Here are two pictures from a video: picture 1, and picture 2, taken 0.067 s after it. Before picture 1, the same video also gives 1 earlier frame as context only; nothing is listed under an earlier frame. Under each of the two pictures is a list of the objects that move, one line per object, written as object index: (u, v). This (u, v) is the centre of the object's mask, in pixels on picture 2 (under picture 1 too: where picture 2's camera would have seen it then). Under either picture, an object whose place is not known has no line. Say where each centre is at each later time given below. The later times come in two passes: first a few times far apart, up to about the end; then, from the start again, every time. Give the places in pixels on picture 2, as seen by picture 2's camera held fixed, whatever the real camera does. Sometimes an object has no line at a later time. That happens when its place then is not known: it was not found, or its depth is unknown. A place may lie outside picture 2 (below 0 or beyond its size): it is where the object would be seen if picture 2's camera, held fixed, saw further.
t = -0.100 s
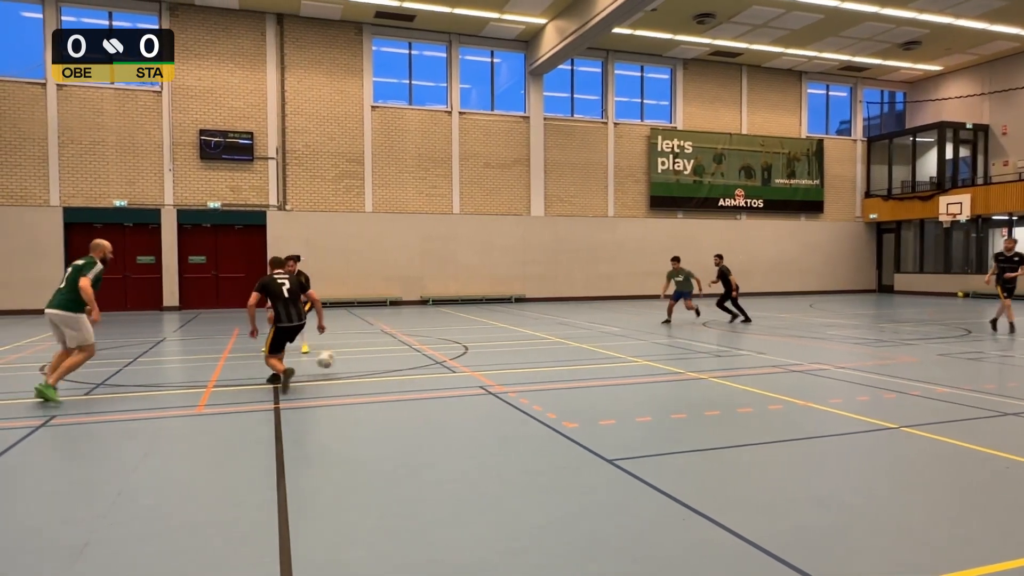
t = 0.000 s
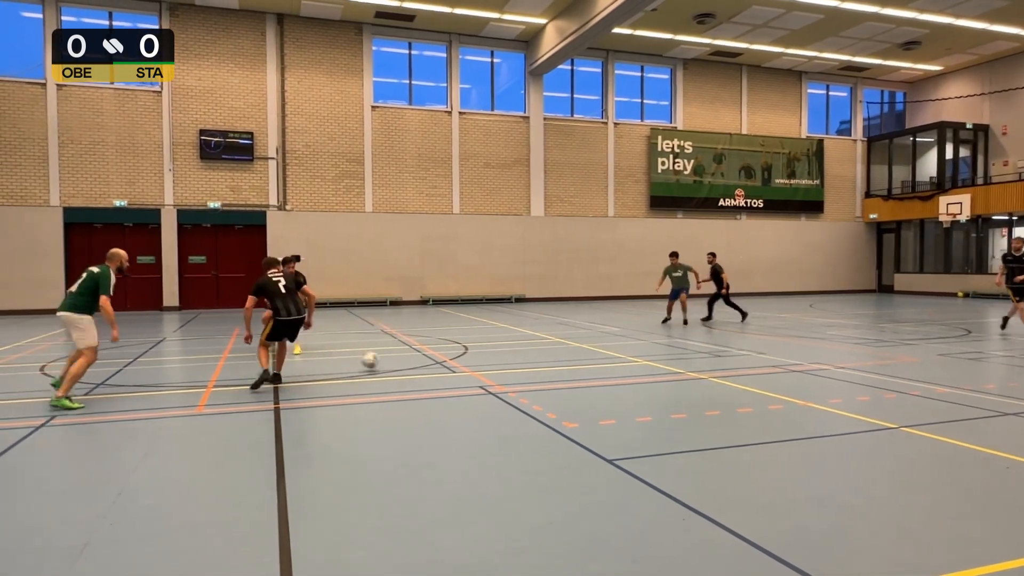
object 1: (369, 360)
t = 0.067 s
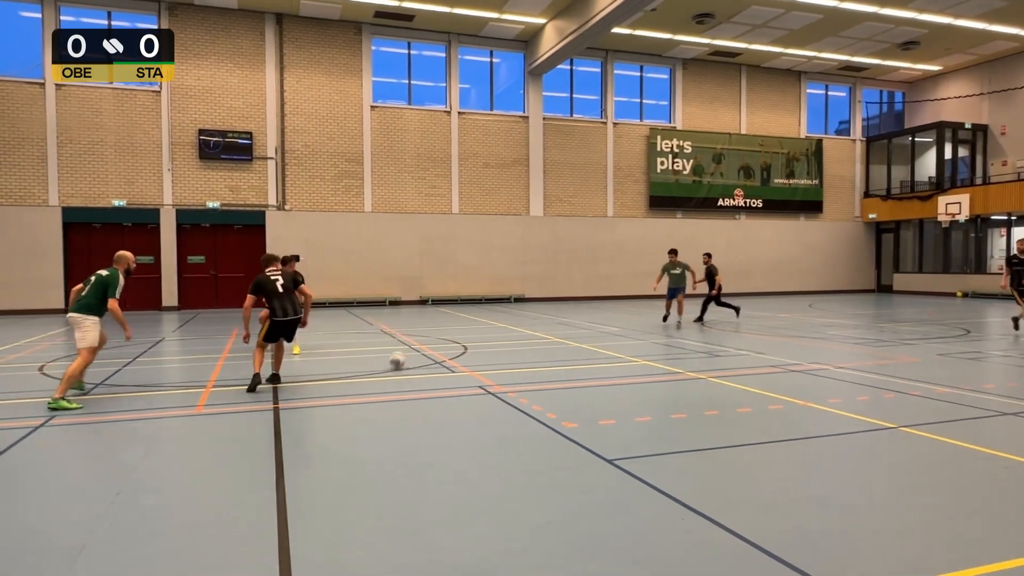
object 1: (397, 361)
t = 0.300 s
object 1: (480, 354)
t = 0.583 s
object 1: (569, 347)
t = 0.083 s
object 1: (404, 359)
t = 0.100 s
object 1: (410, 359)
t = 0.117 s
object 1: (416, 359)
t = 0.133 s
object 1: (422, 358)
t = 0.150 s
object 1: (428, 358)
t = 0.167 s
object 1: (435, 358)
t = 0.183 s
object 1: (441, 357)
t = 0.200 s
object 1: (447, 356)
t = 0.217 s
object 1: (451, 355)
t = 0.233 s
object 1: (458, 353)
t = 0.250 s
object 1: (464, 353)
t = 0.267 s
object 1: (469, 353)
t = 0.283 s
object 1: (476, 353)
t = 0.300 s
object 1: (480, 354)
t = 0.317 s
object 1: (486, 353)
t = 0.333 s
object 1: (492, 353)
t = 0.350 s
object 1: (497, 353)
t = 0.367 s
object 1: (503, 352)
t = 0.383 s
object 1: (508, 352)
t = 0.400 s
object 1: (513, 351)
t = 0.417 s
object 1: (519, 351)
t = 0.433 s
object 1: (524, 350)
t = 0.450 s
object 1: (530, 350)
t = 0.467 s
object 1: (535, 349)
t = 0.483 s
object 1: (540, 349)
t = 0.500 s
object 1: (544, 349)
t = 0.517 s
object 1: (550, 347)
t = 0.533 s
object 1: (554, 347)
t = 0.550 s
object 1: (559, 348)
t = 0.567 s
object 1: (563, 347)
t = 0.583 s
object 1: (569, 347)
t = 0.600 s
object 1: (573, 347)
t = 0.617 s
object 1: (578, 345)
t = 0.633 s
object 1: (582, 345)
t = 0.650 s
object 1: (587, 345)
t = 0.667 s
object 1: (591, 345)
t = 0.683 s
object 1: (596, 345)
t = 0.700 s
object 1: (601, 344)
